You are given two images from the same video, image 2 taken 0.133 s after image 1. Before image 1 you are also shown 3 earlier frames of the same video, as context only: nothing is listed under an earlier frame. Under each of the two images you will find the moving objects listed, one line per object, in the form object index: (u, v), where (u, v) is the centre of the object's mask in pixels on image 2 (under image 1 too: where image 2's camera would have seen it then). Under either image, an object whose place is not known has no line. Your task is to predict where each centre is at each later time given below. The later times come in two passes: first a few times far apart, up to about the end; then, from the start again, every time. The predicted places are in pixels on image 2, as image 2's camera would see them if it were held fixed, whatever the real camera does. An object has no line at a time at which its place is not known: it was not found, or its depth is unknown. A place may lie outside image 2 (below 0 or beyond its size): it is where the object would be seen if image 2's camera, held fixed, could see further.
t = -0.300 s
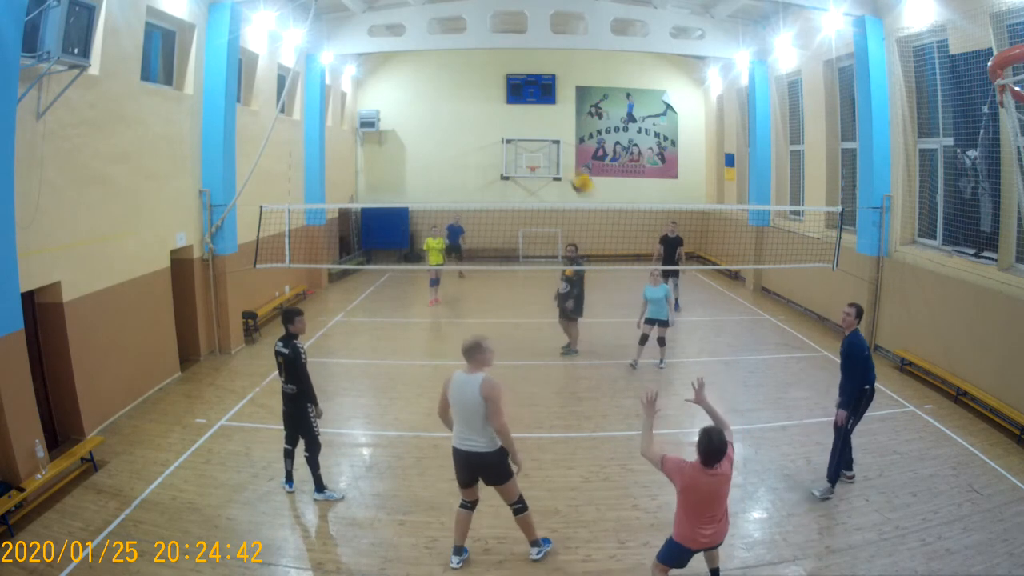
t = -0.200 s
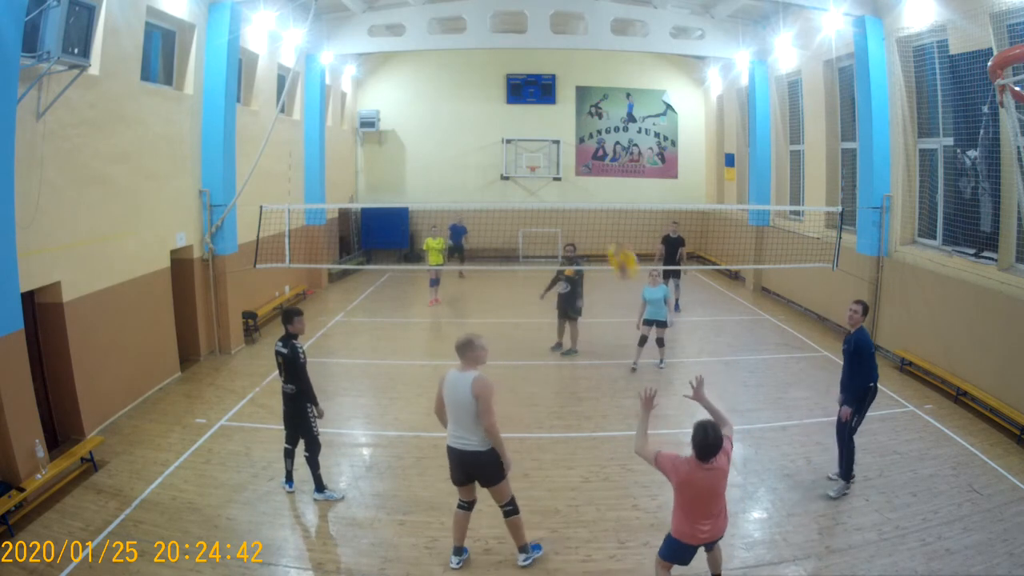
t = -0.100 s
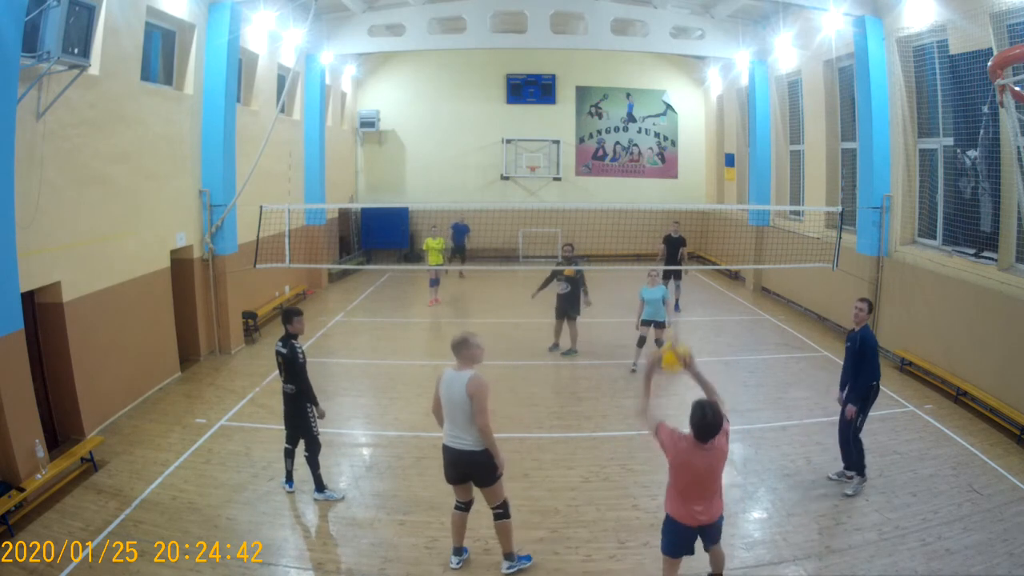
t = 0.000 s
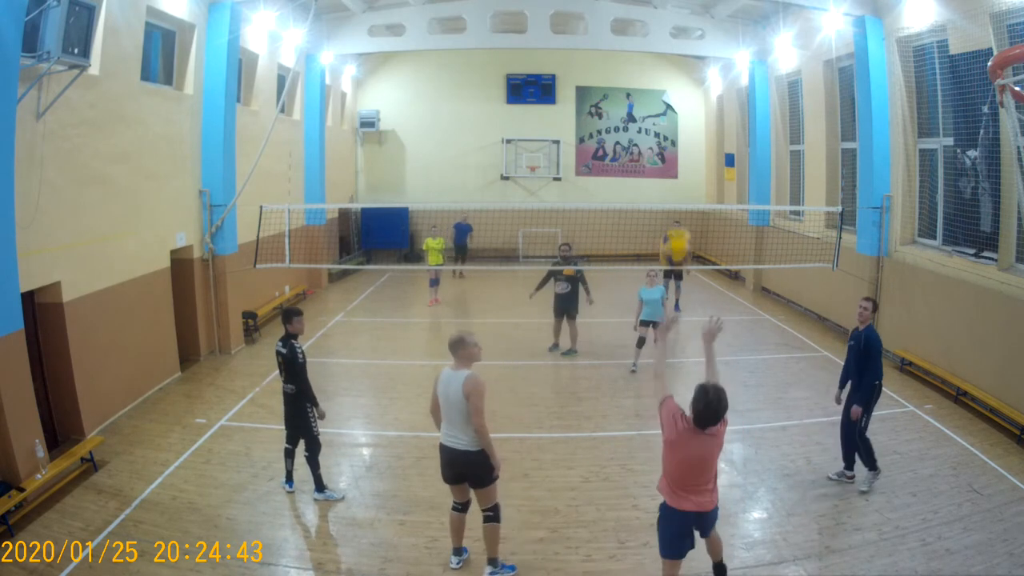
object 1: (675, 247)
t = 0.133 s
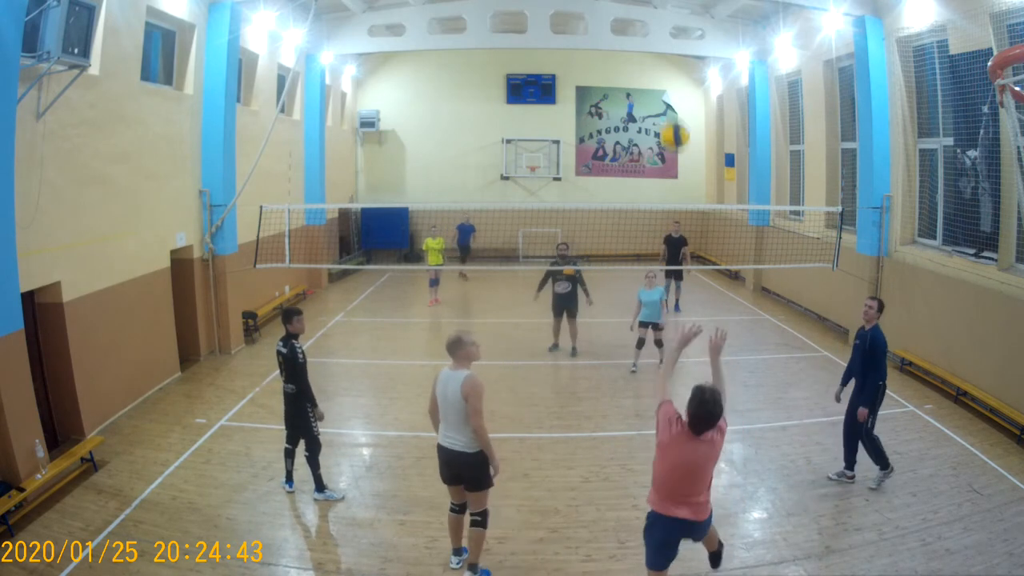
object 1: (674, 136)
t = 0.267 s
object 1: (672, 63)
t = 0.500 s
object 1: (669, 8)
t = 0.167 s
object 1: (674, 115)
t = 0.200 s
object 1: (673, 97)
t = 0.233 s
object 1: (672, 77)
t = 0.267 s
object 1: (672, 63)
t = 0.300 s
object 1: (671, 50)
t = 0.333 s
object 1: (670, 38)
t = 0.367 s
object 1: (670, 29)
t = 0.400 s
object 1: (669, 21)
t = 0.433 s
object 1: (669, 15)
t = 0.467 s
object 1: (669, 11)
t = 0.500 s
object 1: (669, 8)
